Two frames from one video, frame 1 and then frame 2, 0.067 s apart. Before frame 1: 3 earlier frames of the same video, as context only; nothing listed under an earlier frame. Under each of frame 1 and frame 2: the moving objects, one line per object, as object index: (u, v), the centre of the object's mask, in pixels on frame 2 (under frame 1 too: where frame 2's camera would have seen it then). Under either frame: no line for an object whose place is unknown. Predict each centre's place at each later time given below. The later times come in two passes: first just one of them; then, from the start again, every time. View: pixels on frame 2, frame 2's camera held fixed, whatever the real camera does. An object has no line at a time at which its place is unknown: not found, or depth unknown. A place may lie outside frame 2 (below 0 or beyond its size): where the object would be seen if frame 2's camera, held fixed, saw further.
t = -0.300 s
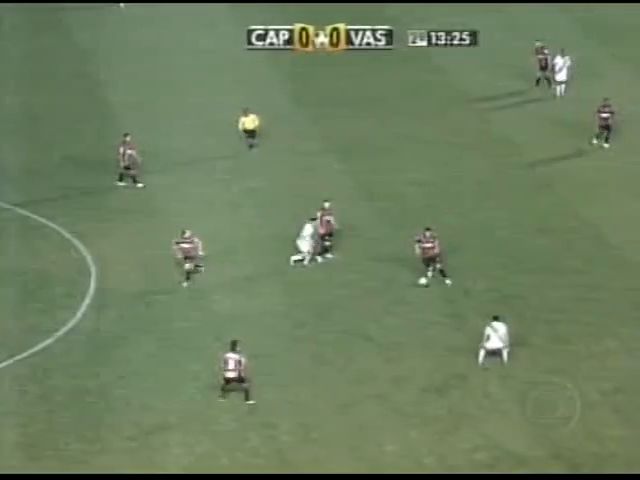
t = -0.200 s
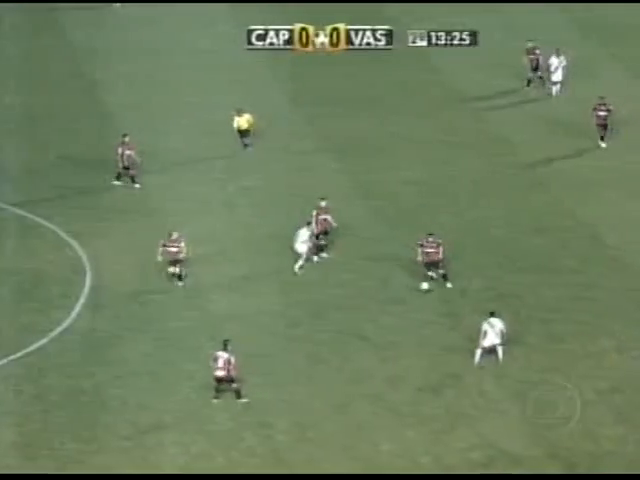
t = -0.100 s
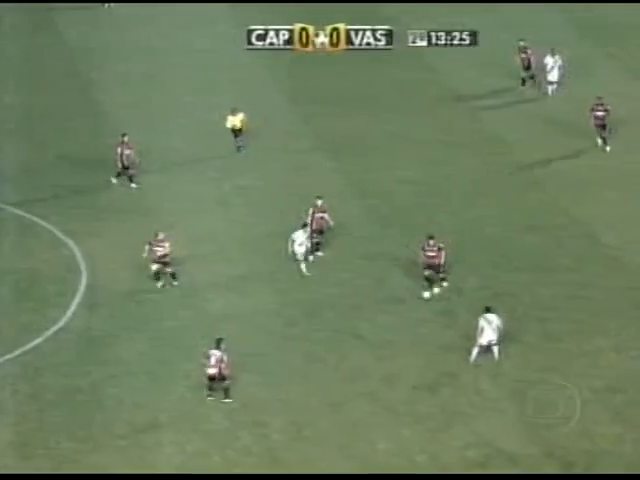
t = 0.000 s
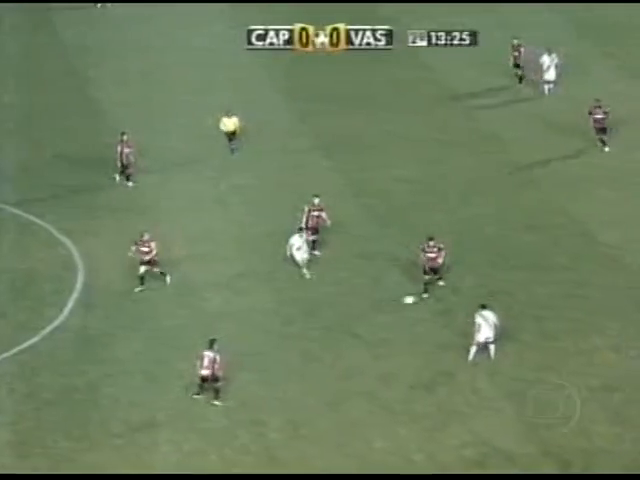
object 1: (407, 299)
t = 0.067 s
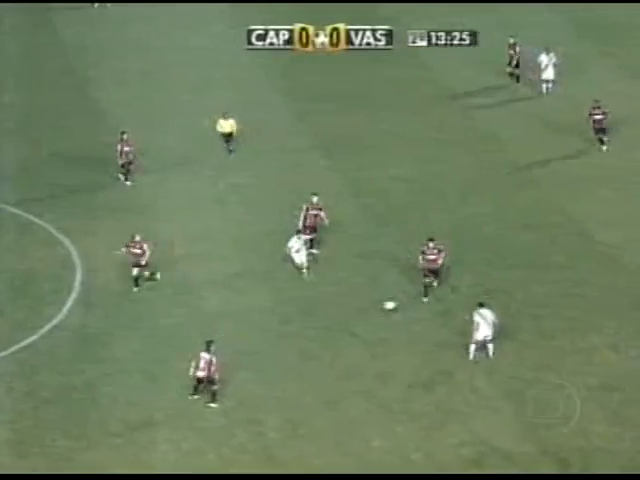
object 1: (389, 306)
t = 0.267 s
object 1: (336, 334)
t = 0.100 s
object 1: (380, 310)
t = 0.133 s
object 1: (373, 314)
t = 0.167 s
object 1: (364, 319)
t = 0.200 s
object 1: (355, 325)
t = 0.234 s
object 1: (345, 329)
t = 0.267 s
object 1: (336, 334)
